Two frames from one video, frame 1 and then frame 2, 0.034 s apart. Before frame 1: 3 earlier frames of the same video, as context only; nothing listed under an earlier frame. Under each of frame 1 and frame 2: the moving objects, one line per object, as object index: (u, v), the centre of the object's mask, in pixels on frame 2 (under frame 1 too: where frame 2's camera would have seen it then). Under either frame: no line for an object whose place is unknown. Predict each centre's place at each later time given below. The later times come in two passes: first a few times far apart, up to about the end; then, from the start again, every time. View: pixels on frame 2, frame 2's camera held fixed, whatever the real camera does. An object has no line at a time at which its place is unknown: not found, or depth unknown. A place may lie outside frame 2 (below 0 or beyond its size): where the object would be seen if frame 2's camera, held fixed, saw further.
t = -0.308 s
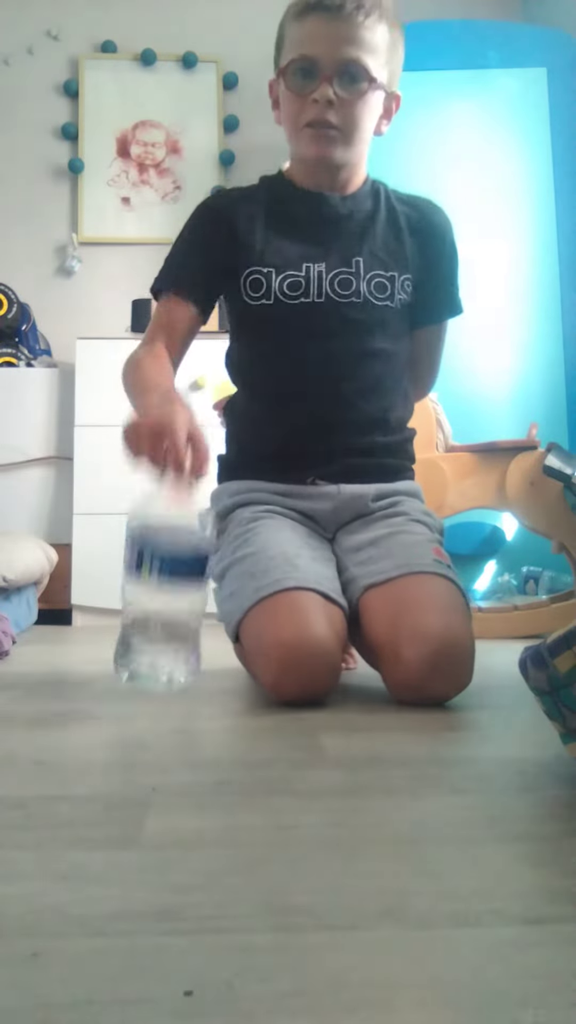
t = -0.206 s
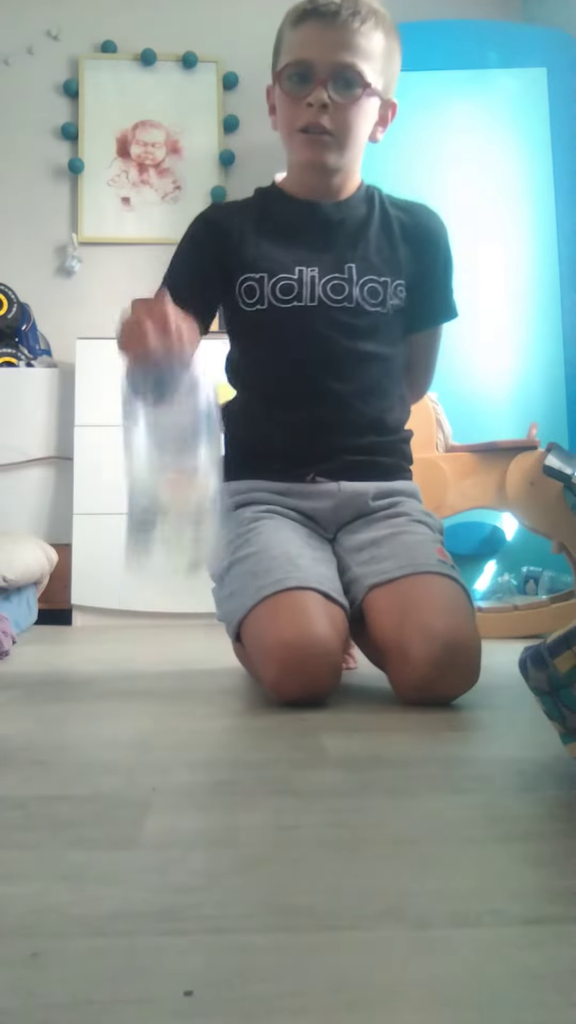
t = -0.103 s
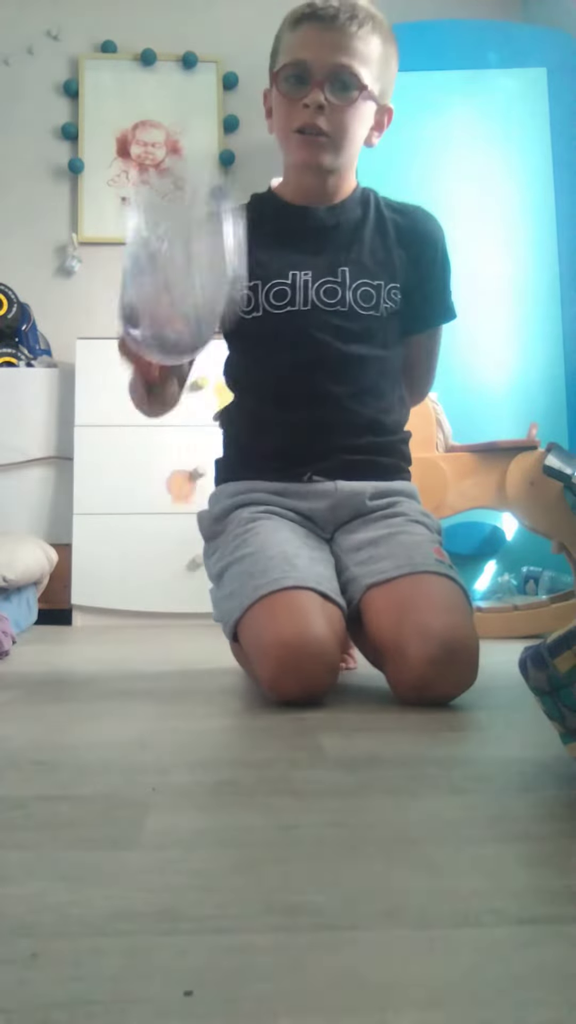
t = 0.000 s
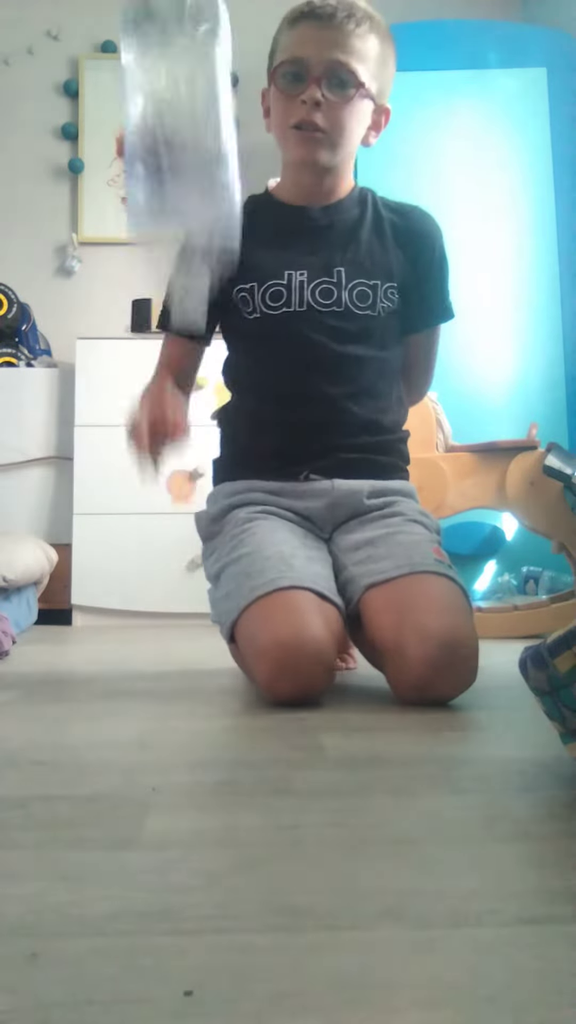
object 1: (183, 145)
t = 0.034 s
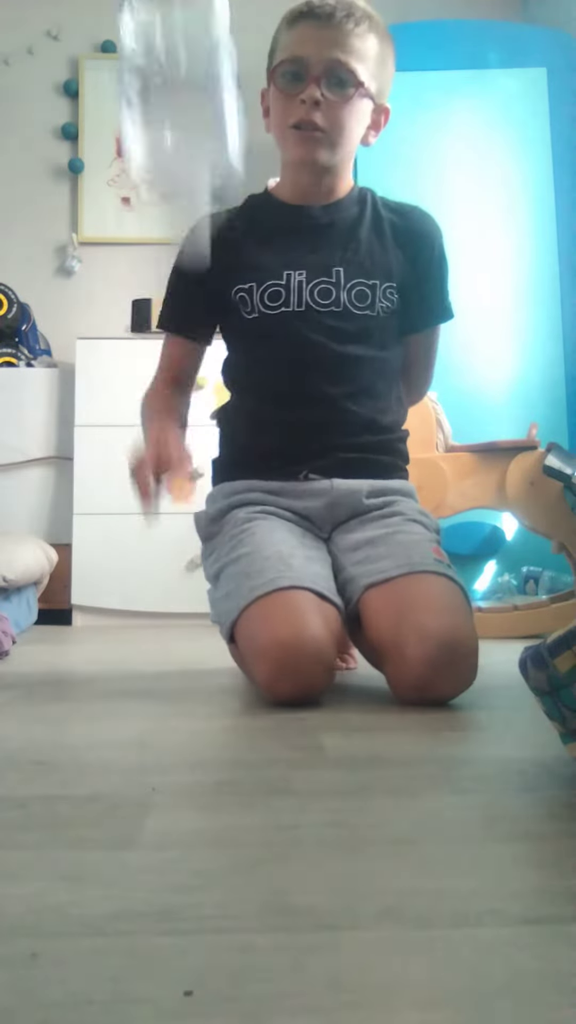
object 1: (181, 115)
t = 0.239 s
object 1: (149, 105)
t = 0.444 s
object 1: (81, 759)
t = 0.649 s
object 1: (54, 751)
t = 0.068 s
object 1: (178, 66)
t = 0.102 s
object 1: (175, 33)
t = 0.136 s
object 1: (167, 32)
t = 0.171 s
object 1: (163, 55)
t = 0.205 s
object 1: (155, 70)
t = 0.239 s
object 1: (149, 105)
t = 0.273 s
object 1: (142, 138)
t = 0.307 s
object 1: (138, 195)
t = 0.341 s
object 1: (136, 305)
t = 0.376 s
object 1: (125, 453)
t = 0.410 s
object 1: (82, 756)
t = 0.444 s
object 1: (81, 759)
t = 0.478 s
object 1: (76, 757)
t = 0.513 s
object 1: (72, 759)
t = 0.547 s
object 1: (67, 758)
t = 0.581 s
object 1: (63, 757)
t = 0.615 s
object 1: (59, 755)
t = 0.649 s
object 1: (54, 751)
